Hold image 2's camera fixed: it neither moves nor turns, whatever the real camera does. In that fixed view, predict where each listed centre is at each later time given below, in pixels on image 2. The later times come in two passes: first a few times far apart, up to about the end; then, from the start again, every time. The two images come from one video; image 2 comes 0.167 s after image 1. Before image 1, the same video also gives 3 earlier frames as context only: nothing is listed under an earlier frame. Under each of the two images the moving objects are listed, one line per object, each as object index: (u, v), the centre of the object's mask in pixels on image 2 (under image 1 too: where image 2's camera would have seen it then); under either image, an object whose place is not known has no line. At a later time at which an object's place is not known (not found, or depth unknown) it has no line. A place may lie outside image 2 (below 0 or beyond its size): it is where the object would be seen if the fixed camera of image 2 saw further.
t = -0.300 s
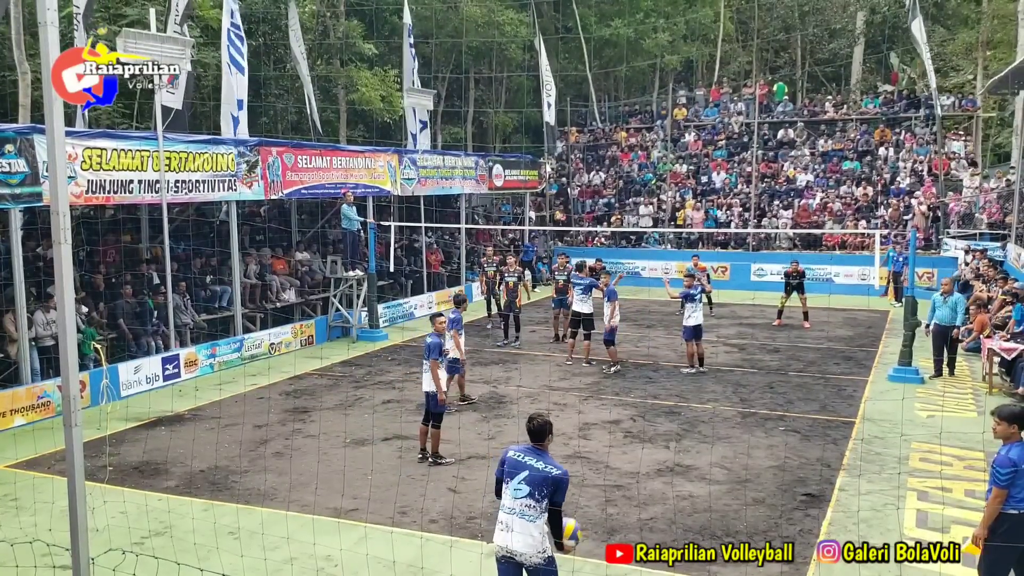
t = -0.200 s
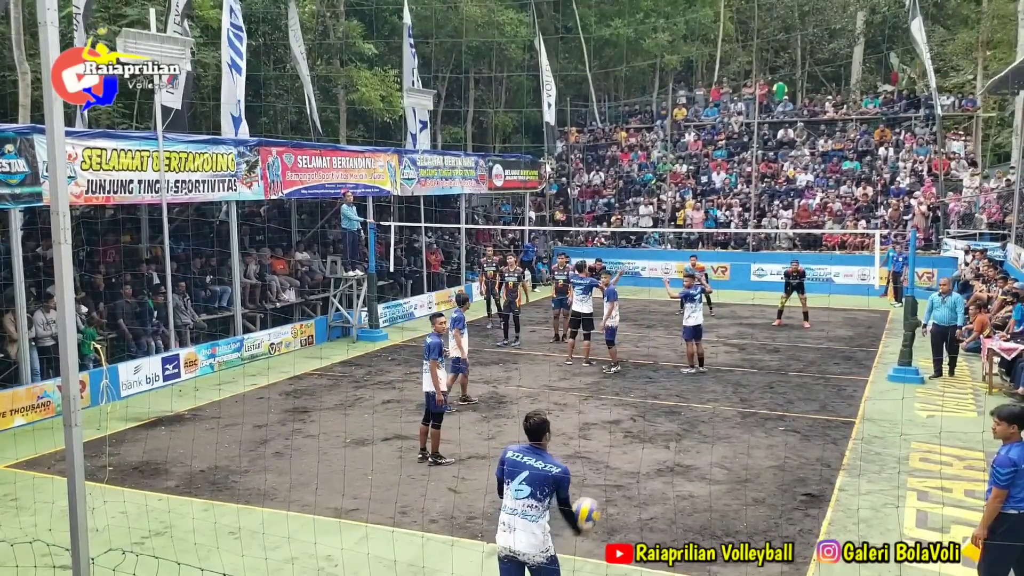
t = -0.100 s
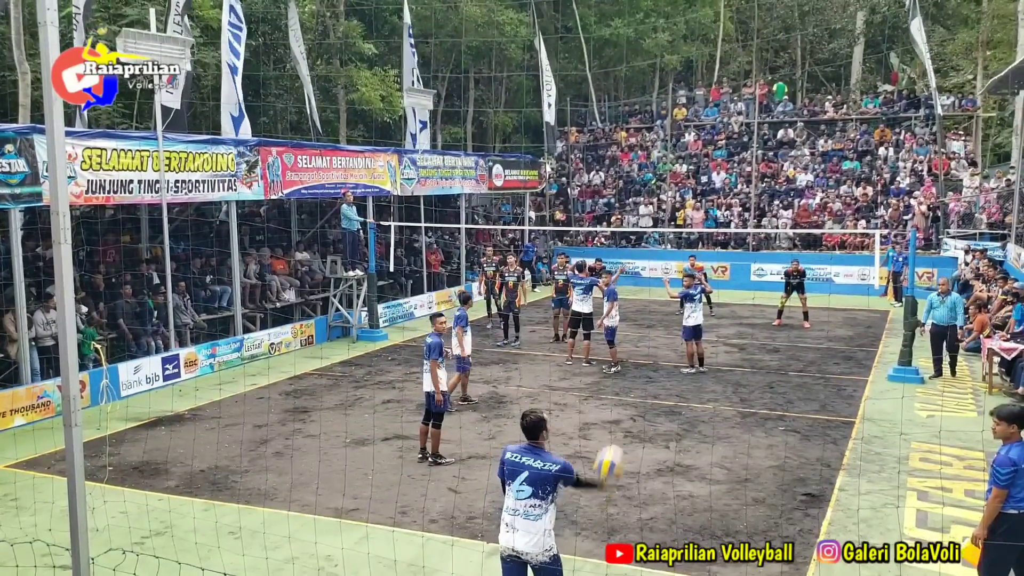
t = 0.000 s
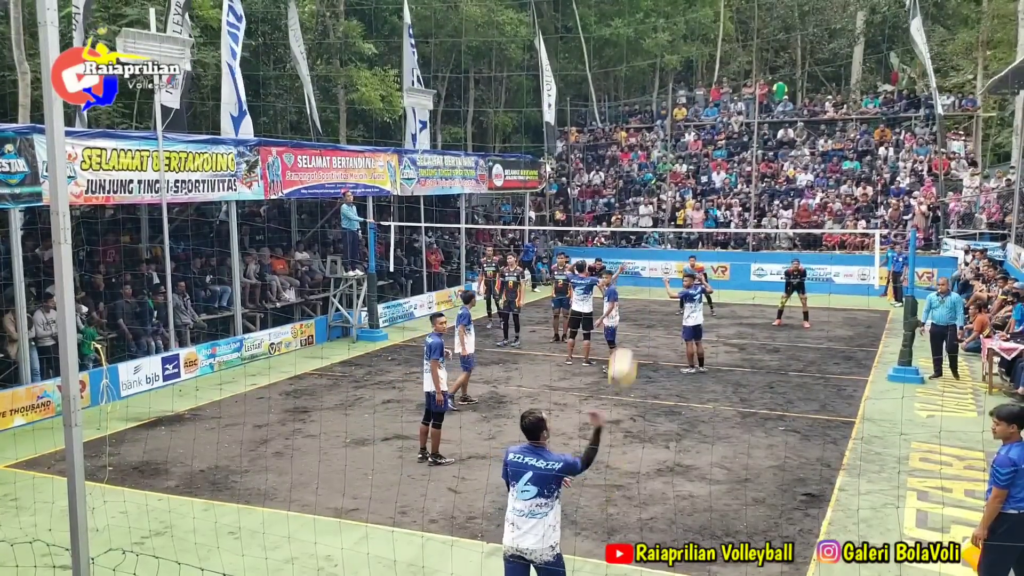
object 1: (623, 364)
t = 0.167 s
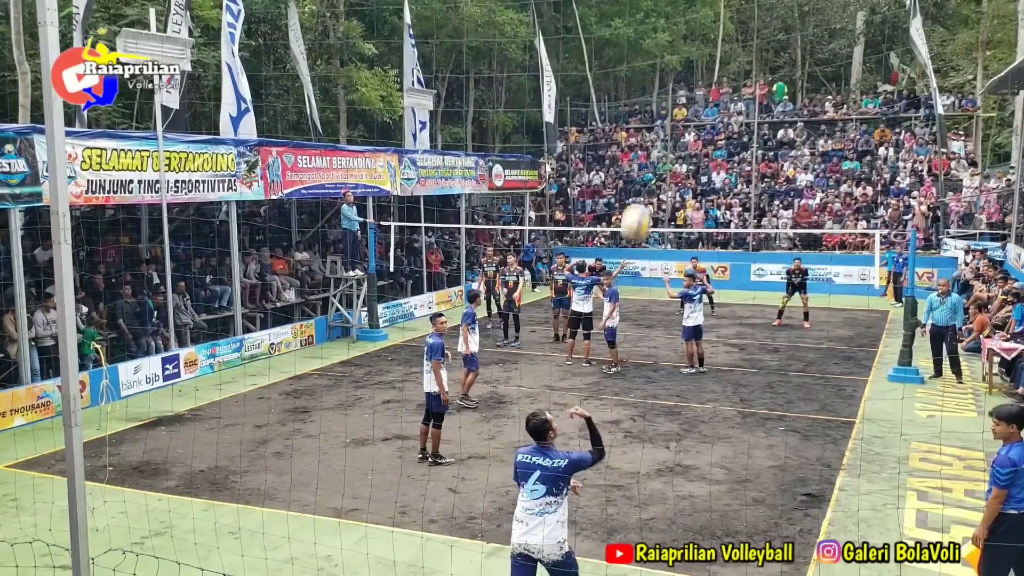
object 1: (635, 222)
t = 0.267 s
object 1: (643, 152)
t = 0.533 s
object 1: (665, 32)
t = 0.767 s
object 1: (682, 12)
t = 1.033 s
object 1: (698, 73)
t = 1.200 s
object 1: (704, 153)
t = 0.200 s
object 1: (638, 197)
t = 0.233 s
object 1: (640, 176)
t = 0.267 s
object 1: (643, 152)
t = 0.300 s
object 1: (647, 132)
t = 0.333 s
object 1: (649, 113)
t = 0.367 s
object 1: (652, 95)
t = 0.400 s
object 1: (655, 80)
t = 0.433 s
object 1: (658, 66)
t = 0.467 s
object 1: (661, 53)
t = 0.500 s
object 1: (663, 42)
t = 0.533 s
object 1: (665, 32)
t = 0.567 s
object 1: (668, 25)
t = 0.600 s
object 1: (670, 19)
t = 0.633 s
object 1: (673, 14)
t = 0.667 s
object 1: (675, 13)
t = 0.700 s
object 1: (677, 11)
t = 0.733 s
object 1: (679, 12)
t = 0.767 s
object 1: (682, 12)
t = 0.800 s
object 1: (684, 13)
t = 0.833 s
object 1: (686, 17)
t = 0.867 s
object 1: (688, 23)
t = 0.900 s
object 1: (691, 30)
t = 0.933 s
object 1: (692, 39)
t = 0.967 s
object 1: (694, 49)
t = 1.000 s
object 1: (696, 59)
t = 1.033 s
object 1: (698, 73)
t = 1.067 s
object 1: (699, 87)
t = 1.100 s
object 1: (700, 102)
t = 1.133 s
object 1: (703, 119)
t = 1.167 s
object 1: (703, 137)
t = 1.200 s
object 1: (704, 153)
